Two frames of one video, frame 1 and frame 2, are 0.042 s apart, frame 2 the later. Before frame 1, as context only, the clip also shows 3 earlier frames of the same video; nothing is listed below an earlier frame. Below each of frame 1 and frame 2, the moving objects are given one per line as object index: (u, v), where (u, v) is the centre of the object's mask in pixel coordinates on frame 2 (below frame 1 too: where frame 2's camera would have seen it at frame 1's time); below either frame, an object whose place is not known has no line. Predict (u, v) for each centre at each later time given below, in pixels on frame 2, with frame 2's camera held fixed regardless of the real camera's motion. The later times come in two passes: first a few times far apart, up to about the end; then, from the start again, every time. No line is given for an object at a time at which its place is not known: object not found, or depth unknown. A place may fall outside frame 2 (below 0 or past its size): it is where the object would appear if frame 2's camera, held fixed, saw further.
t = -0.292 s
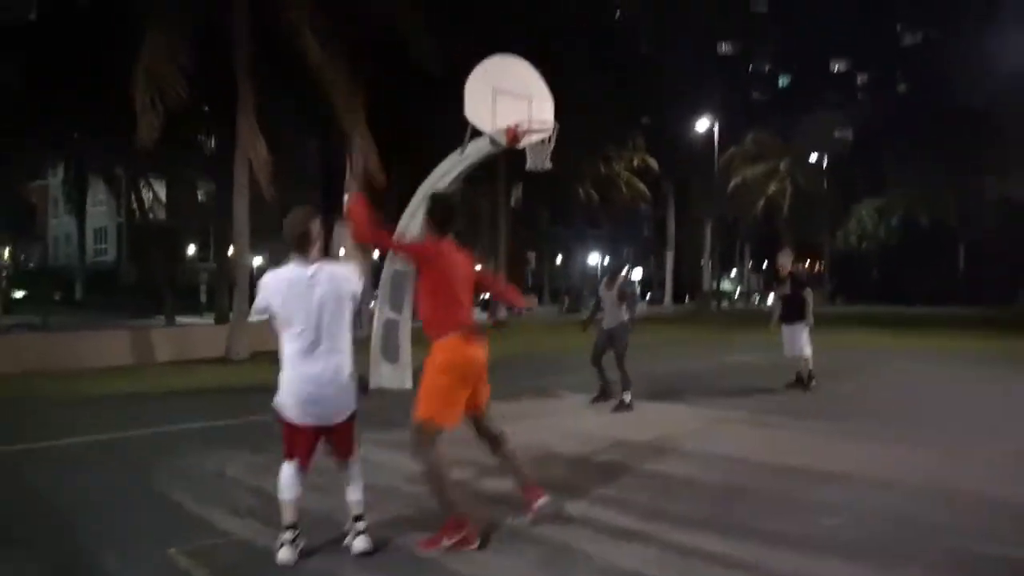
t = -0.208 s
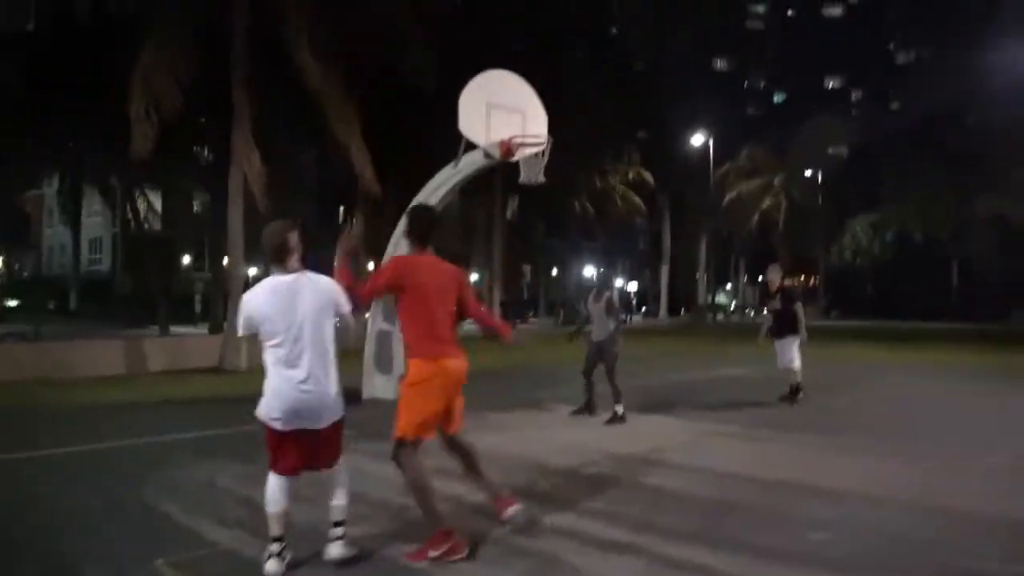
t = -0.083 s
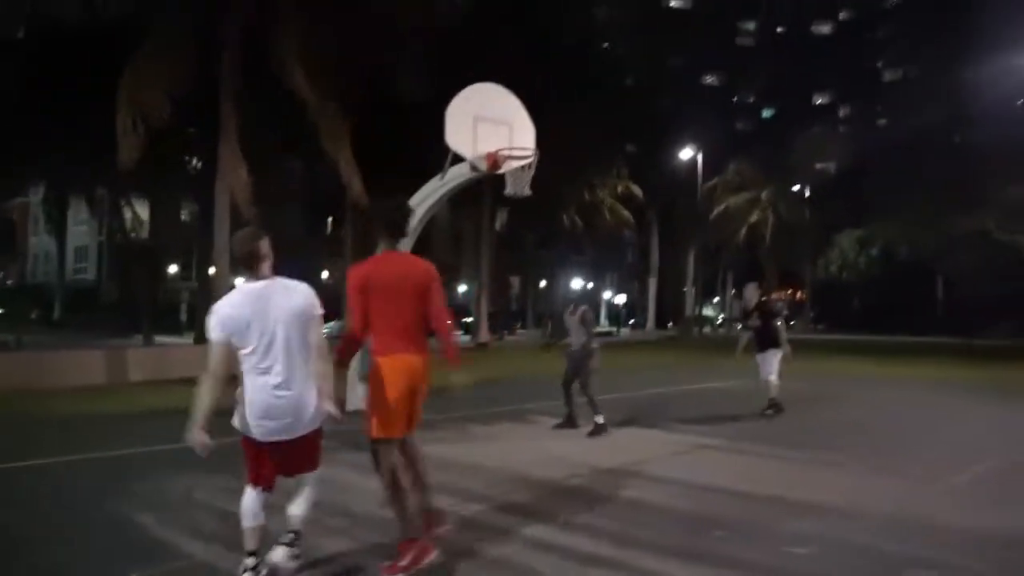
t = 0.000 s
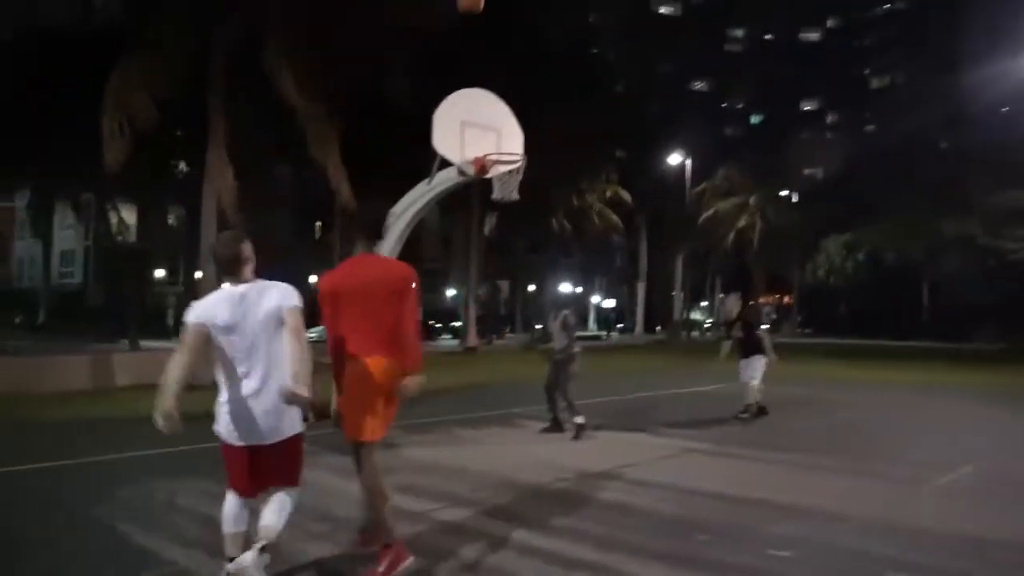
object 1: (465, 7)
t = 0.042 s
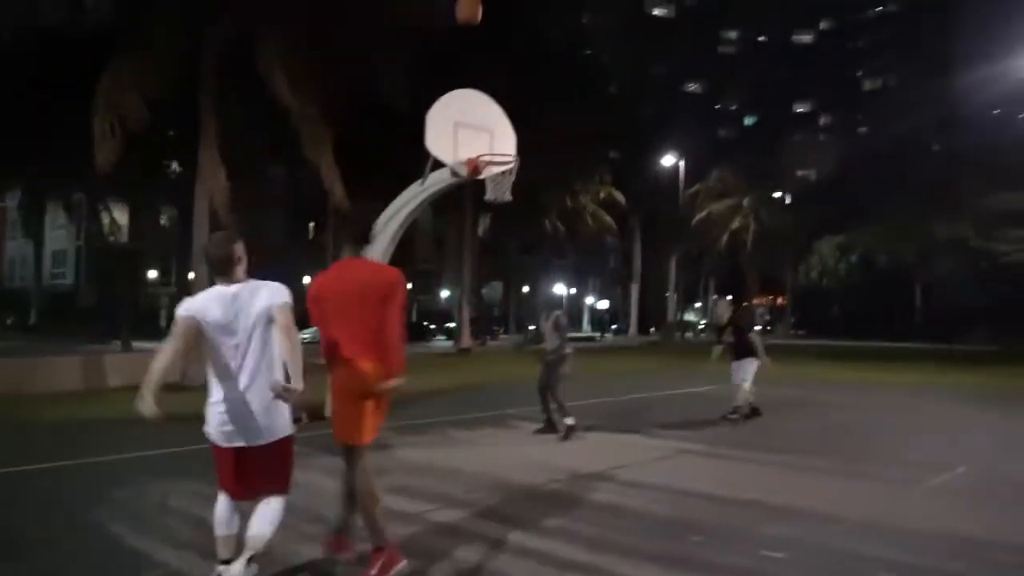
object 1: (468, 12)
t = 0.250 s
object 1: (491, 83)
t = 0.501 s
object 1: (521, 131)
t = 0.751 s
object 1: (562, 134)
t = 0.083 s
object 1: (473, 22)
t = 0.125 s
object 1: (477, 36)
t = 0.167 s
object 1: (482, 50)
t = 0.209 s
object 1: (486, 67)
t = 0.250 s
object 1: (491, 83)
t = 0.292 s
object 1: (495, 99)
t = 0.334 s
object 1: (499, 118)
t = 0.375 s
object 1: (500, 141)
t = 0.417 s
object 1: (508, 142)
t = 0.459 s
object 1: (515, 136)
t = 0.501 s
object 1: (521, 131)
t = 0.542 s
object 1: (528, 128)
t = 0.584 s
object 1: (534, 127)
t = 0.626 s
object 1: (541, 126)
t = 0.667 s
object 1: (548, 127)
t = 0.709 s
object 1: (555, 130)
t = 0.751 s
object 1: (562, 134)
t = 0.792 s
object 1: (569, 140)
